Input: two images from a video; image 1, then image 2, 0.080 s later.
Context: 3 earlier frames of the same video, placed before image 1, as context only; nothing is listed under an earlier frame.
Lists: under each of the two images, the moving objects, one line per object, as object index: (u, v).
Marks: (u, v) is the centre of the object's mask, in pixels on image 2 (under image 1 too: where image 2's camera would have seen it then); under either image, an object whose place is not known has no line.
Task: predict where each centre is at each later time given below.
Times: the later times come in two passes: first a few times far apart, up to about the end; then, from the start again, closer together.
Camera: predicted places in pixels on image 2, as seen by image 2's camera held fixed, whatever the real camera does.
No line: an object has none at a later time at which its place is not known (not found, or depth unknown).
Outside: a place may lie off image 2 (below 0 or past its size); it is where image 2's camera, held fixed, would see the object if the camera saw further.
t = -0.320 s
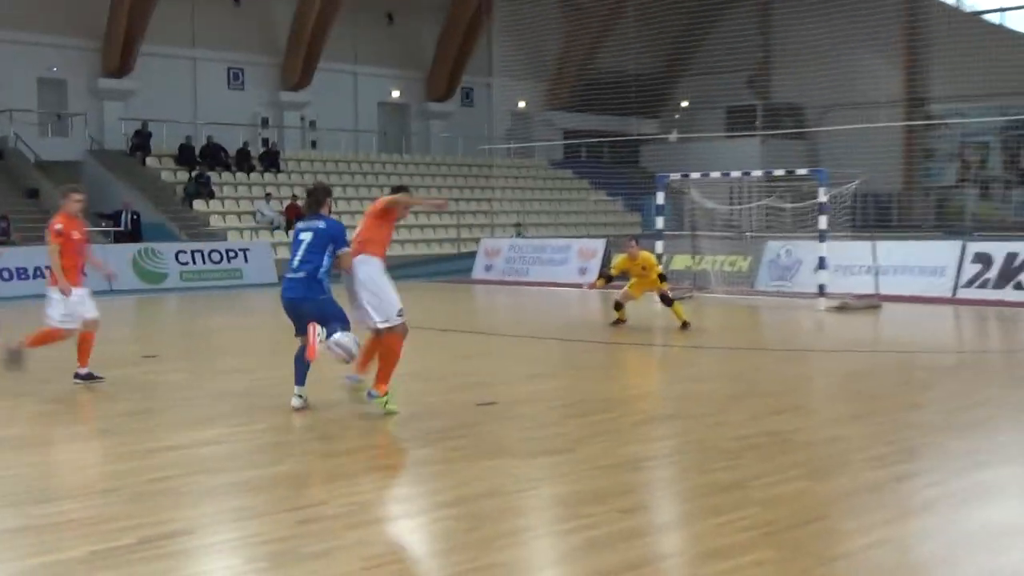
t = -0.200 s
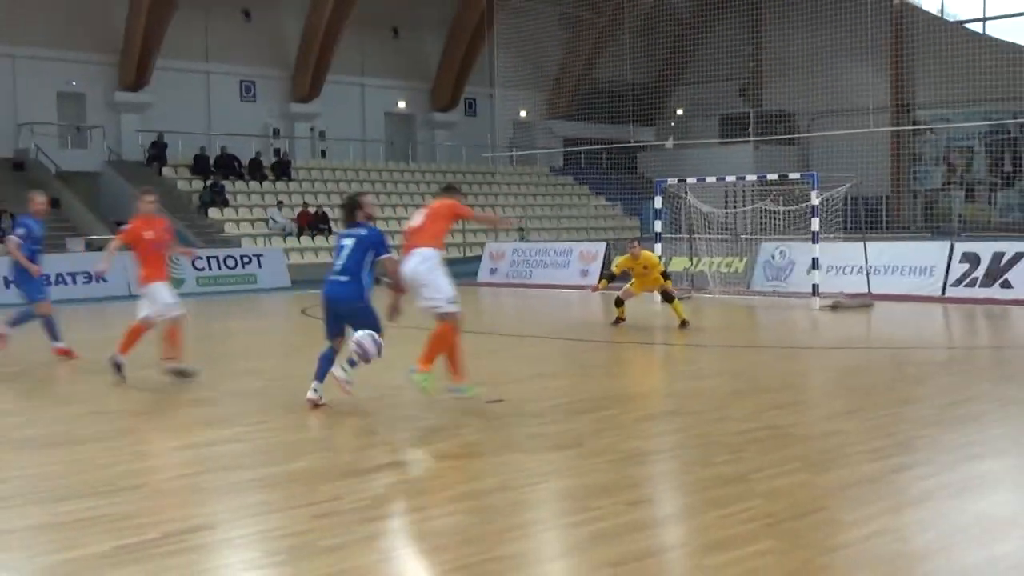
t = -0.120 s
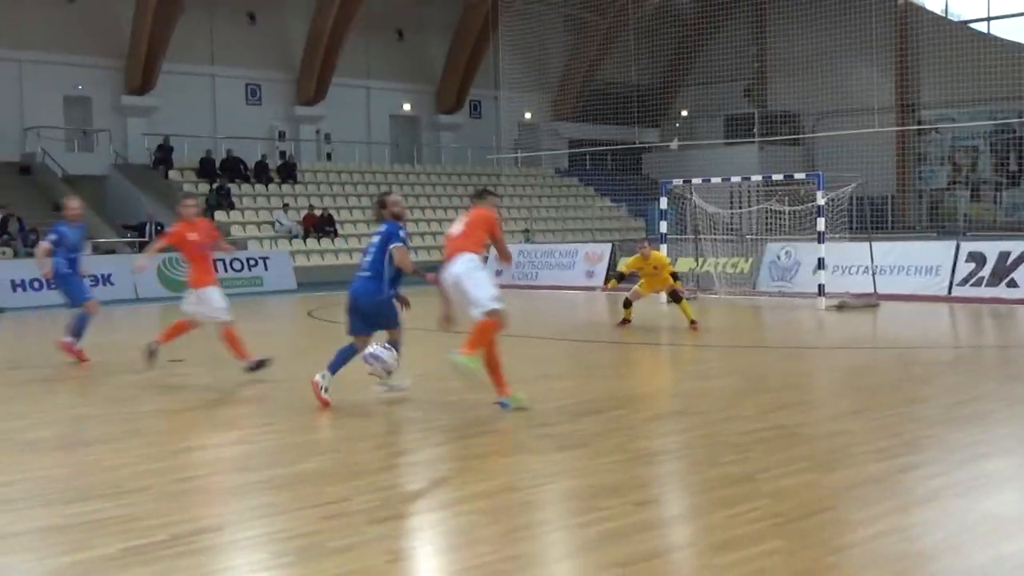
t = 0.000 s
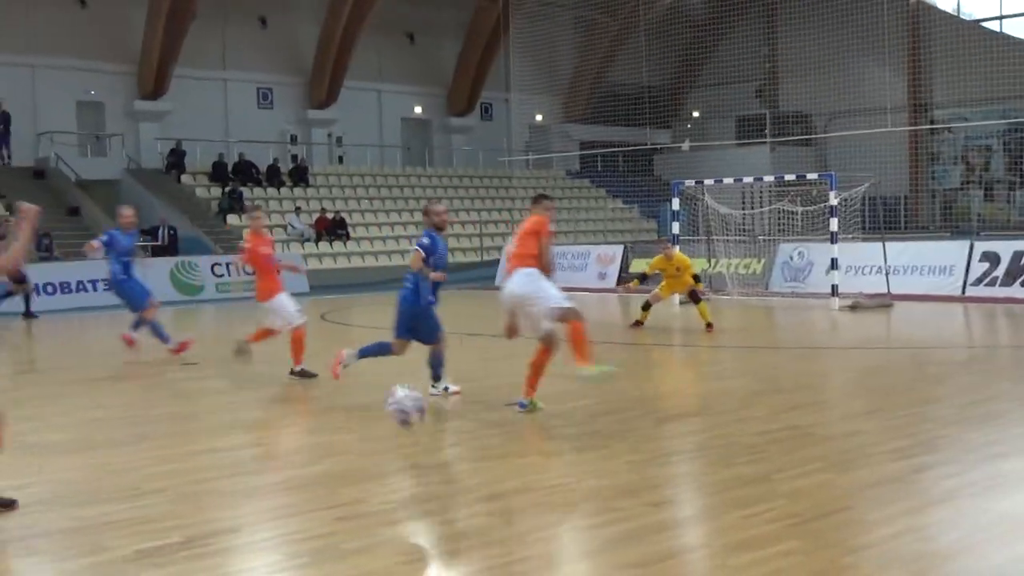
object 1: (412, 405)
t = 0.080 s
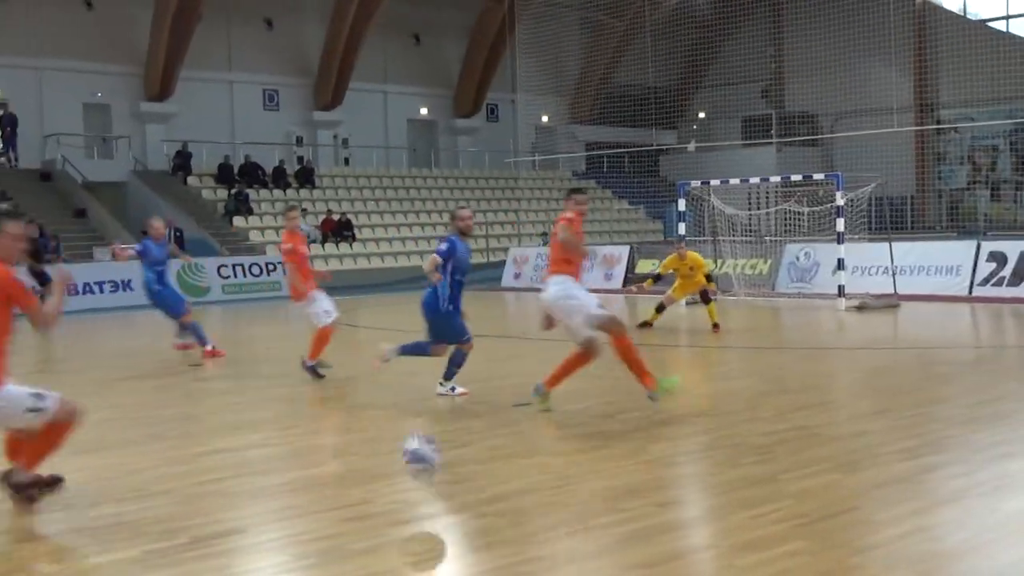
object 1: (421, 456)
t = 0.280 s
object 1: (426, 477)
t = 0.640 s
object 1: (412, 554)
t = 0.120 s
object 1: (427, 490)
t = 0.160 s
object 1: (429, 495)
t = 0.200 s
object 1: (428, 487)
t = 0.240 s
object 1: (427, 480)
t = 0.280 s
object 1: (426, 477)
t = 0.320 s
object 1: (425, 478)
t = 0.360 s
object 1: (424, 482)
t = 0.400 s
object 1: (423, 489)
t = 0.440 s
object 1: (422, 502)
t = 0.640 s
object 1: (412, 554)
